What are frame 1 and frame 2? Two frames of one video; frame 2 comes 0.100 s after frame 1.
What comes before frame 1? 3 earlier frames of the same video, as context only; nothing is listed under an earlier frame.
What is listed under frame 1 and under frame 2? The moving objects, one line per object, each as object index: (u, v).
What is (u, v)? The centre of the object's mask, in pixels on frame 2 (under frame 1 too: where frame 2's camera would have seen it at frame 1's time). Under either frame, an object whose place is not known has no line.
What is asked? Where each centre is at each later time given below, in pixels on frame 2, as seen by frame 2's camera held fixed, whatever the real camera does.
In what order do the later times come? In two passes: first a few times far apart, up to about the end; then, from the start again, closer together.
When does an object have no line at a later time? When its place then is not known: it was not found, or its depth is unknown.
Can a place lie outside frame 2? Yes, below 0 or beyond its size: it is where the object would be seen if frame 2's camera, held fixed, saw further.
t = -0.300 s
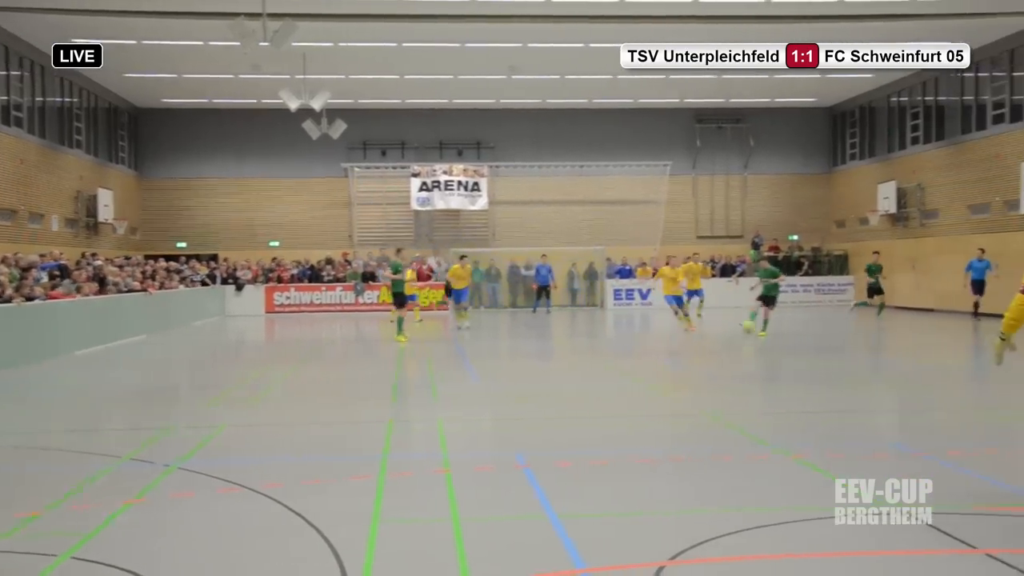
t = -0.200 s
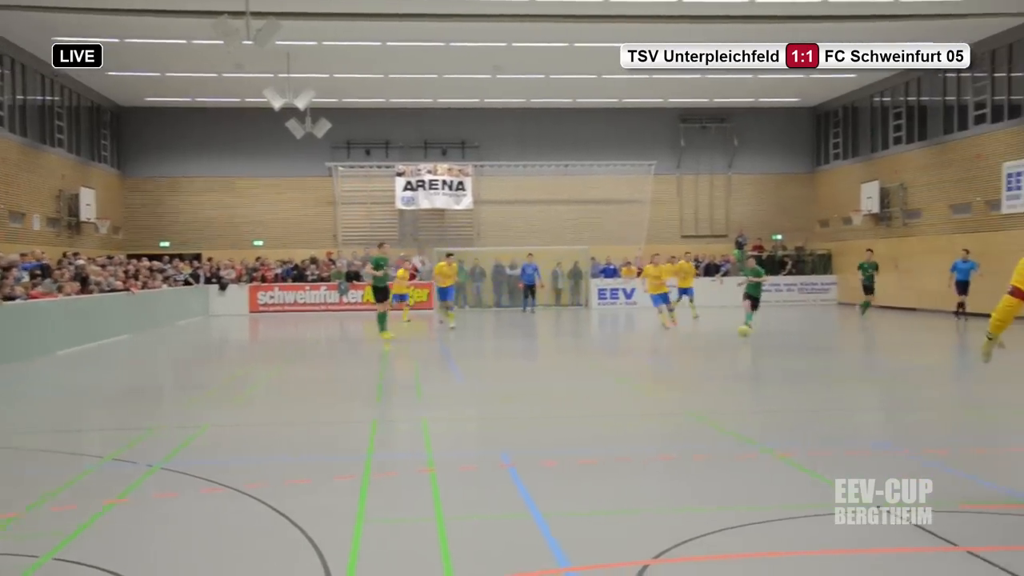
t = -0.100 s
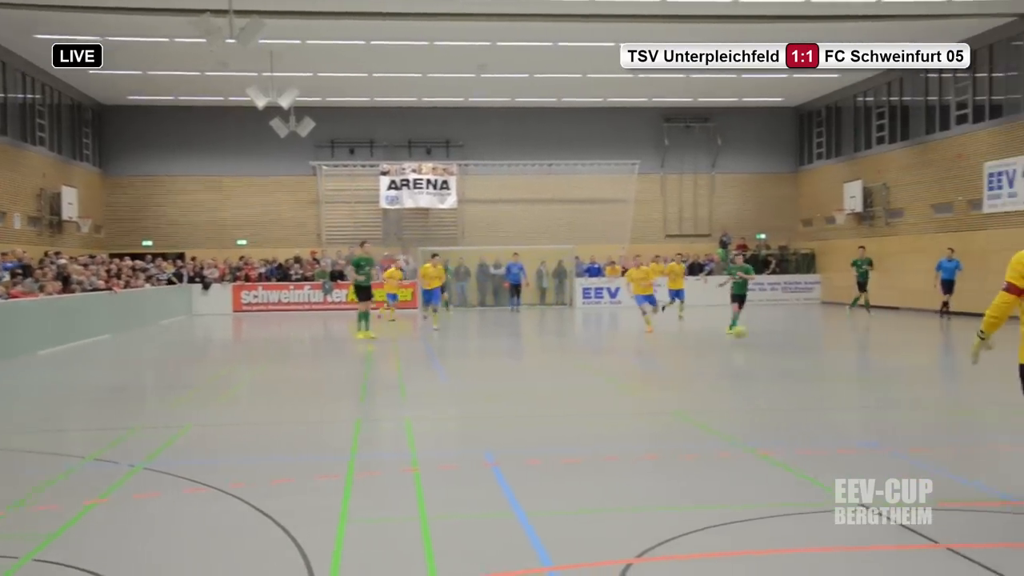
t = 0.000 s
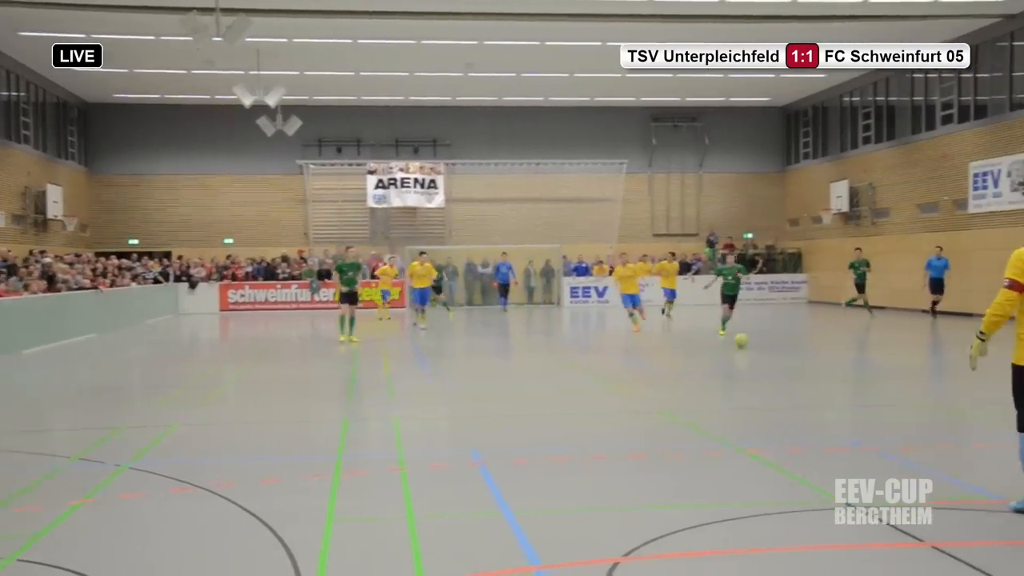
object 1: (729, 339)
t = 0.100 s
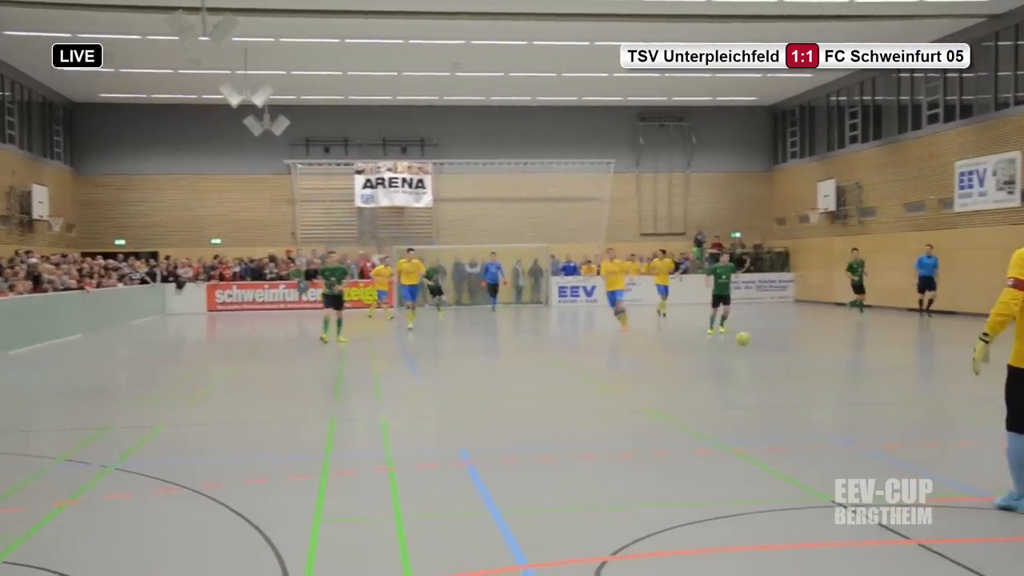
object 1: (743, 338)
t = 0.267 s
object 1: (768, 347)
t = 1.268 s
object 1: (1072, 451)
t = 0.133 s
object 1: (747, 339)
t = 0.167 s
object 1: (752, 339)
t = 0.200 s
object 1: (757, 341)
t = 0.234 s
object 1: (762, 343)
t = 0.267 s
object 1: (768, 347)
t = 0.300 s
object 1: (774, 351)
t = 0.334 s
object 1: (781, 358)
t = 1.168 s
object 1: (1021, 431)
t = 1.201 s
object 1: (1036, 436)
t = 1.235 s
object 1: (1054, 442)
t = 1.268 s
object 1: (1072, 451)
